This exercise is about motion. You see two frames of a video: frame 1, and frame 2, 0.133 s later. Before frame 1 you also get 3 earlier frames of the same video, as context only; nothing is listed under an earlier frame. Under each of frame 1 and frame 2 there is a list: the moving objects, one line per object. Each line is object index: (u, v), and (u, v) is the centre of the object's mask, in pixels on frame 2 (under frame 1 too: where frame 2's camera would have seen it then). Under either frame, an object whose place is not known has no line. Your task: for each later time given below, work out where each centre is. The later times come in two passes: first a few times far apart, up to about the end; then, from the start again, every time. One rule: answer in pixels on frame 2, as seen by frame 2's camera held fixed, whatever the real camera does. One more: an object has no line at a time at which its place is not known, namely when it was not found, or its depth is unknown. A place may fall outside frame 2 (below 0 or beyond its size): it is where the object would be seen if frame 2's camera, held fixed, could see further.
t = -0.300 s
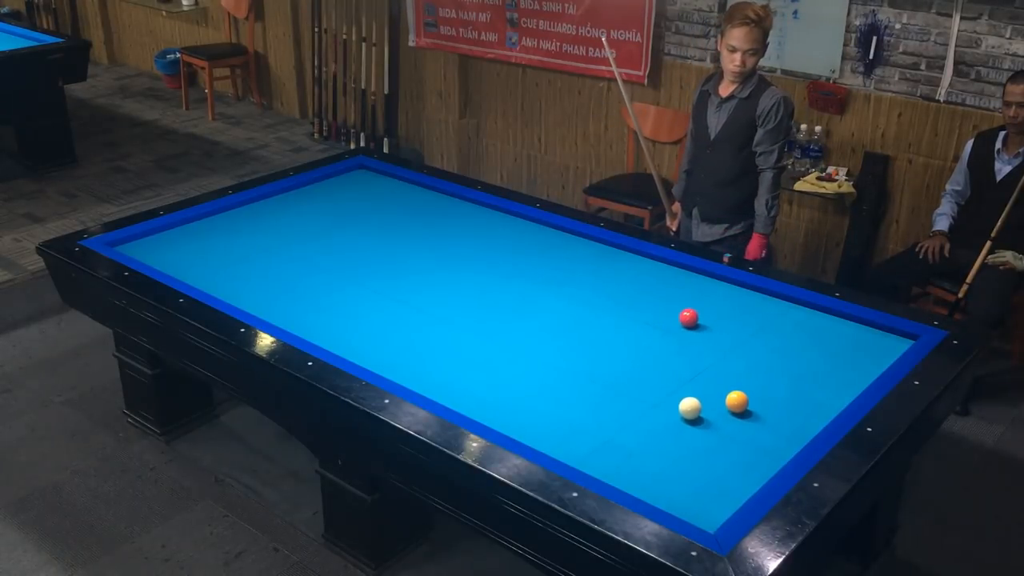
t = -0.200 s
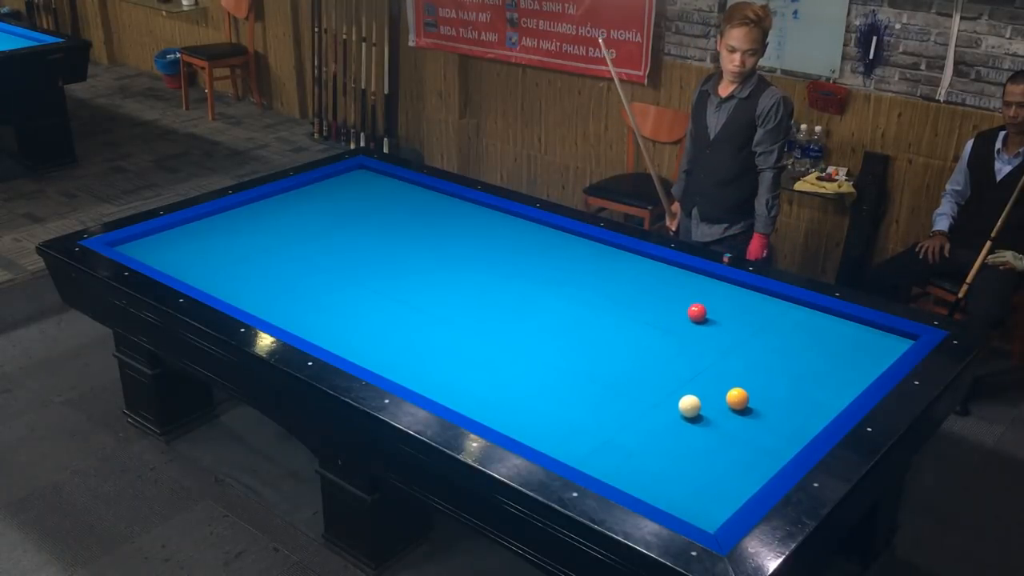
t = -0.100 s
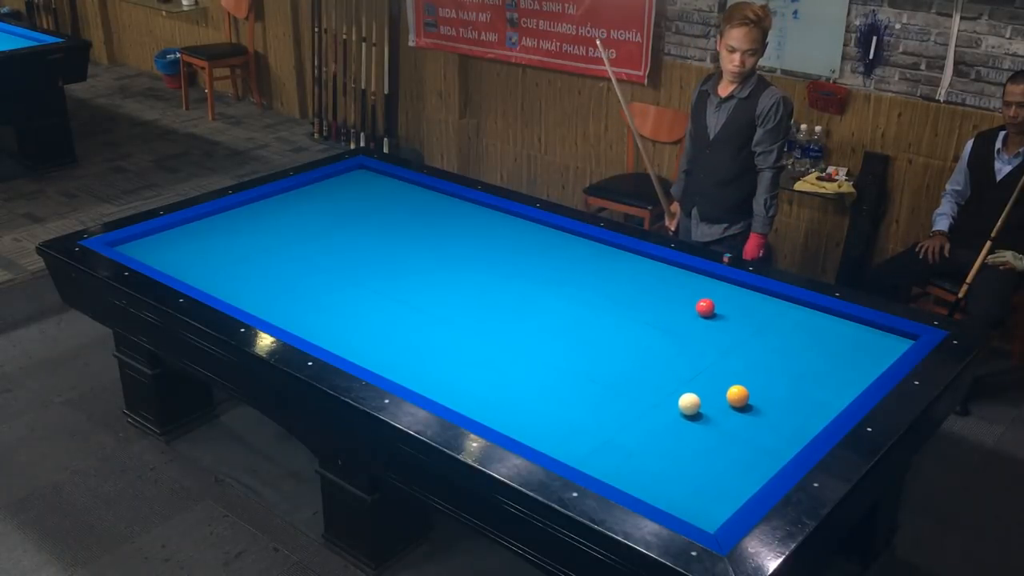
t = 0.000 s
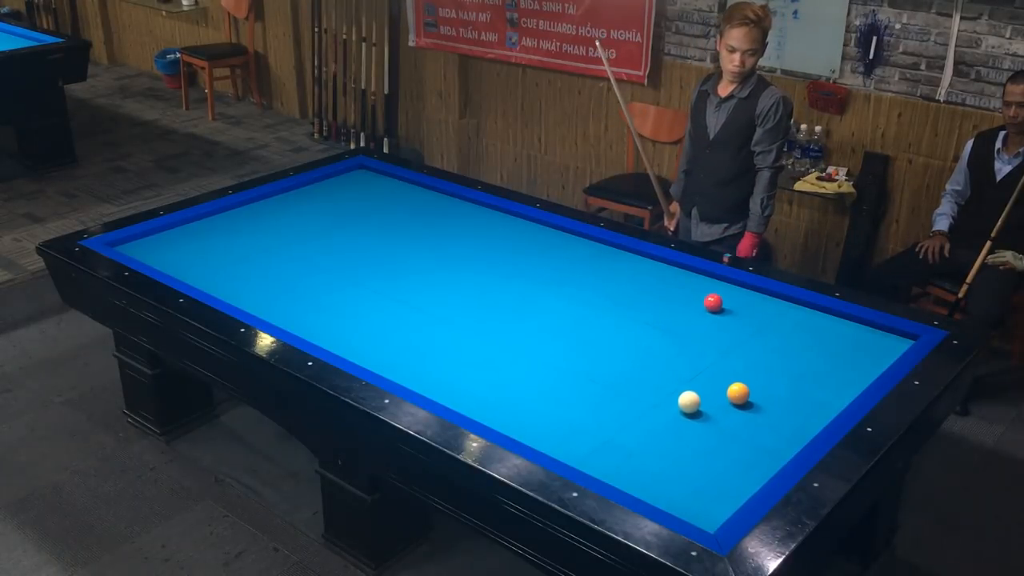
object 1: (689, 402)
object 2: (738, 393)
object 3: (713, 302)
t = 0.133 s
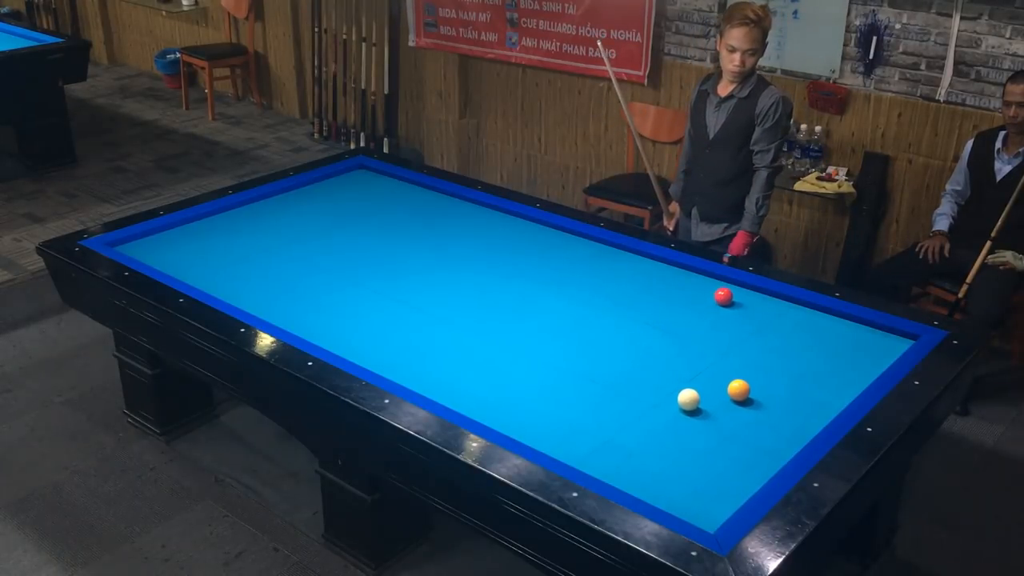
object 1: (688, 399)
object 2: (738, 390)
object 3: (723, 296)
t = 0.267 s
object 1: (688, 397)
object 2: (739, 387)
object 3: (733, 290)
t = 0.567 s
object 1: (687, 393)
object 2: (741, 380)
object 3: (732, 291)
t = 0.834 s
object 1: (686, 389)
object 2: (742, 375)
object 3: (721, 298)
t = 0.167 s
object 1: (688, 399)
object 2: (738, 389)
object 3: (726, 295)
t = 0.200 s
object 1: (688, 398)
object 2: (739, 388)
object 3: (728, 293)
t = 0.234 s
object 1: (688, 398)
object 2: (739, 387)
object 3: (731, 292)
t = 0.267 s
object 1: (688, 397)
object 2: (739, 387)
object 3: (733, 290)
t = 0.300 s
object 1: (688, 396)
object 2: (739, 386)
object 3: (735, 289)
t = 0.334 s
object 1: (687, 396)
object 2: (739, 385)
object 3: (738, 287)
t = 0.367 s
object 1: (687, 395)
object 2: (740, 384)
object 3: (740, 286)
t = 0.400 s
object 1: (687, 395)
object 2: (740, 384)
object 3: (739, 287)
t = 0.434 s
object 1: (687, 394)
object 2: (740, 383)
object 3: (738, 288)
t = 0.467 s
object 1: (687, 394)
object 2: (740, 382)
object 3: (736, 289)
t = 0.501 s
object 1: (687, 394)
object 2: (740, 382)
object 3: (735, 289)
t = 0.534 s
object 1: (687, 393)
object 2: (740, 381)
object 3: (733, 291)
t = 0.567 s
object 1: (687, 393)
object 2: (741, 380)
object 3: (732, 291)
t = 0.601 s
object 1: (687, 392)
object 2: (741, 380)
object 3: (731, 292)
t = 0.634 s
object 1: (686, 392)
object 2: (741, 379)
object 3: (729, 293)
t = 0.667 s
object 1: (686, 391)
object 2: (741, 378)
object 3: (728, 294)
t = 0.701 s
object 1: (686, 391)
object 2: (741, 378)
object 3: (727, 295)
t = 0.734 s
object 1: (686, 390)
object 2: (741, 377)
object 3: (725, 296)
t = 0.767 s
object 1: (686, 390)
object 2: (742, 376)
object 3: (724, 296)
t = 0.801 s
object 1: (686, 390)
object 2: (742, 376)
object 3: (723, 297)
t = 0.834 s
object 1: (686, 389)
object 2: (742, 375)
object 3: (721, 298)
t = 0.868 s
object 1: (686, 389)
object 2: (742, 375)
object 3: (720, 299)
